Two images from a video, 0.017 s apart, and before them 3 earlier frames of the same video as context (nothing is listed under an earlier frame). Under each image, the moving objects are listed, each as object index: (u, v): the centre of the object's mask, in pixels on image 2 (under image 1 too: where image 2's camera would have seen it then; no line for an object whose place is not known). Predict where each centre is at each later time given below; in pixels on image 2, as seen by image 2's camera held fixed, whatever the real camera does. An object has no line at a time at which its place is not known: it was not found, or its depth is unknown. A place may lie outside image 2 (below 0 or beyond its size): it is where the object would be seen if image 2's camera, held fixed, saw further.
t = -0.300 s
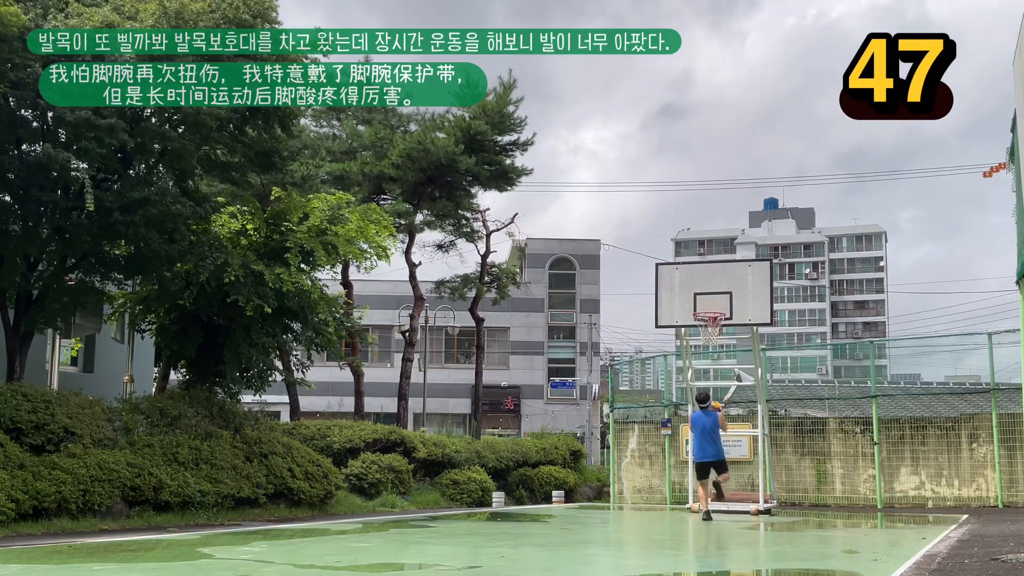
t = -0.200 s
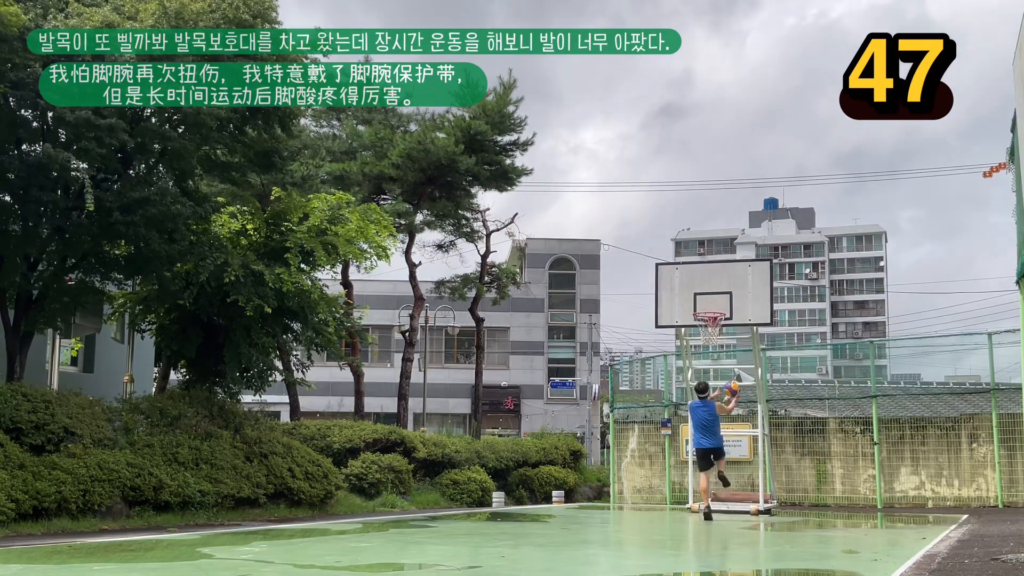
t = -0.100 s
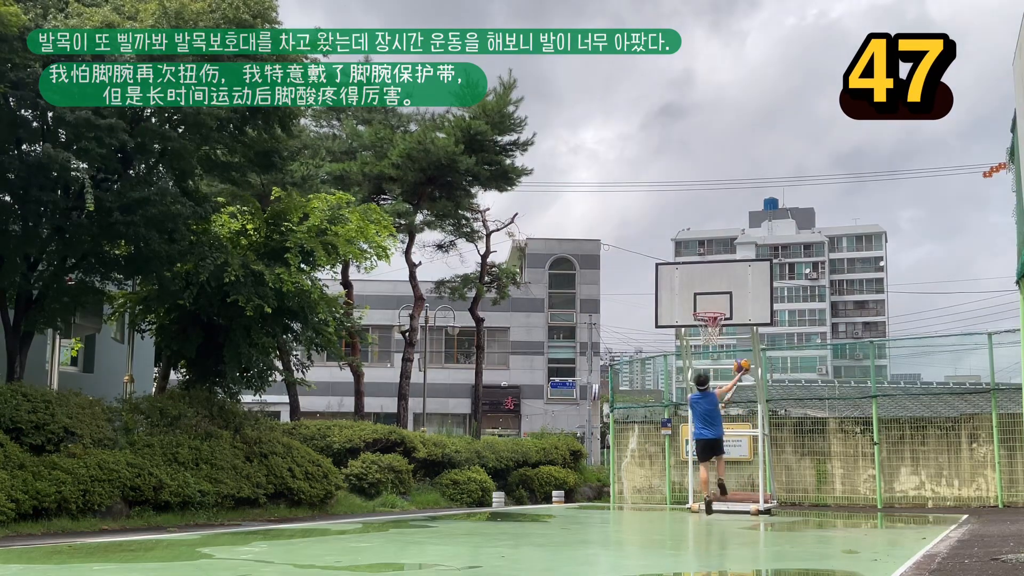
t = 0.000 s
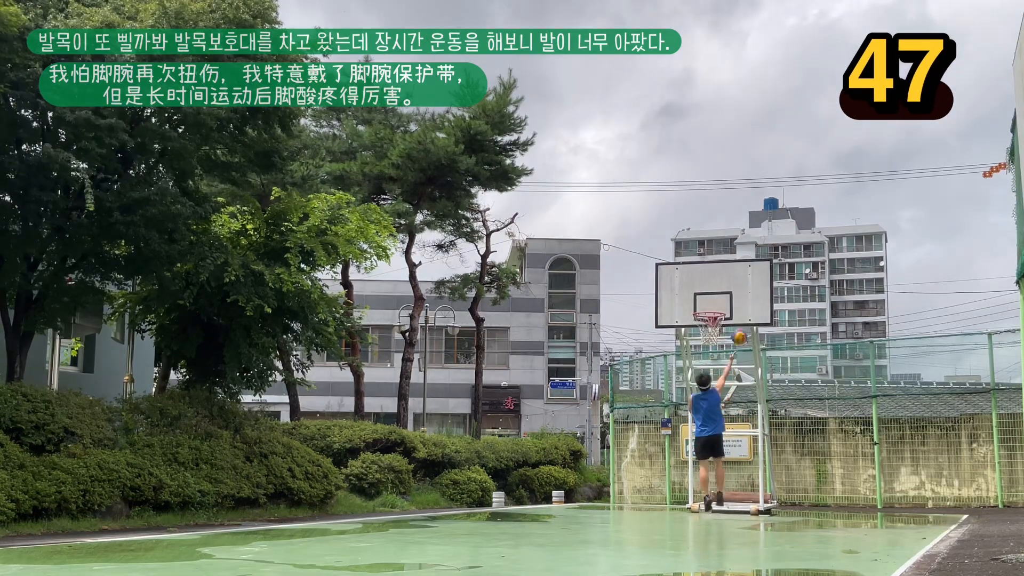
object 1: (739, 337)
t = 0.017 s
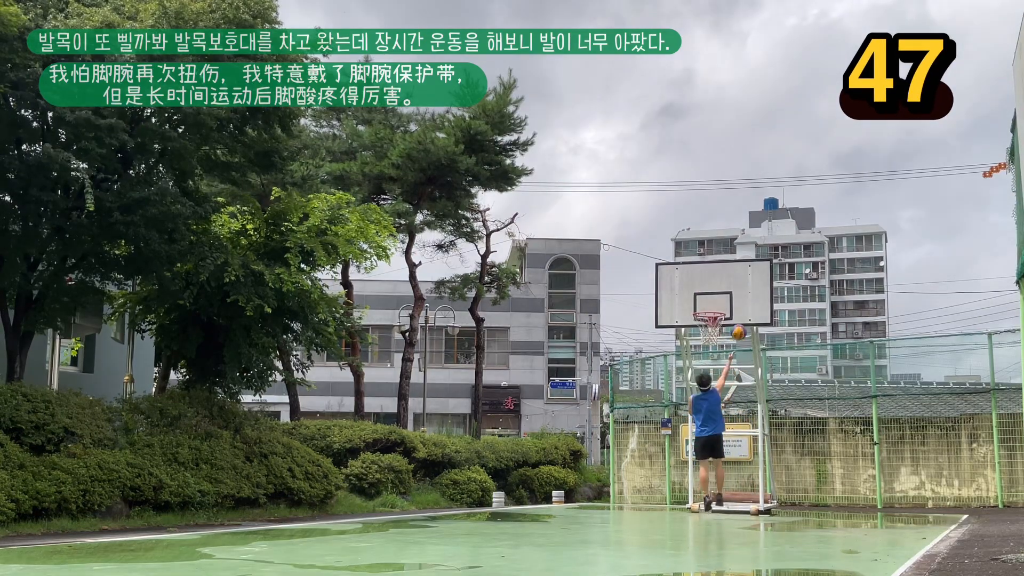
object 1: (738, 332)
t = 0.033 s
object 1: (738, 328)
